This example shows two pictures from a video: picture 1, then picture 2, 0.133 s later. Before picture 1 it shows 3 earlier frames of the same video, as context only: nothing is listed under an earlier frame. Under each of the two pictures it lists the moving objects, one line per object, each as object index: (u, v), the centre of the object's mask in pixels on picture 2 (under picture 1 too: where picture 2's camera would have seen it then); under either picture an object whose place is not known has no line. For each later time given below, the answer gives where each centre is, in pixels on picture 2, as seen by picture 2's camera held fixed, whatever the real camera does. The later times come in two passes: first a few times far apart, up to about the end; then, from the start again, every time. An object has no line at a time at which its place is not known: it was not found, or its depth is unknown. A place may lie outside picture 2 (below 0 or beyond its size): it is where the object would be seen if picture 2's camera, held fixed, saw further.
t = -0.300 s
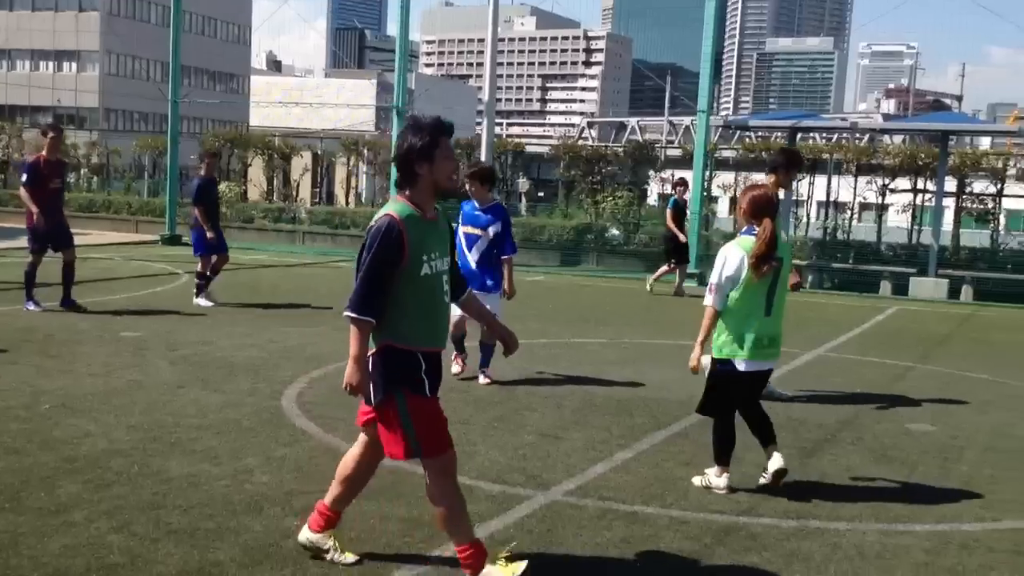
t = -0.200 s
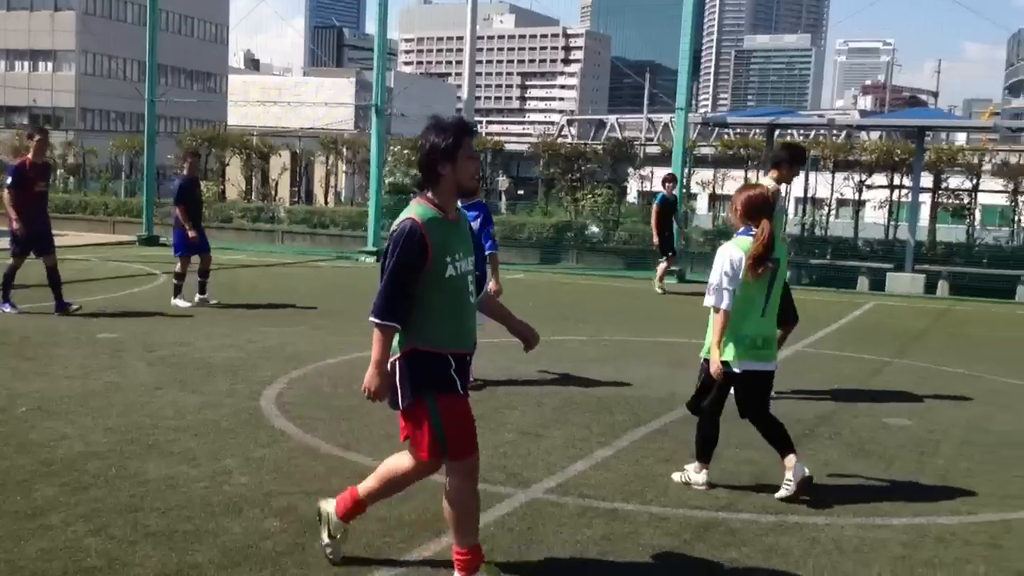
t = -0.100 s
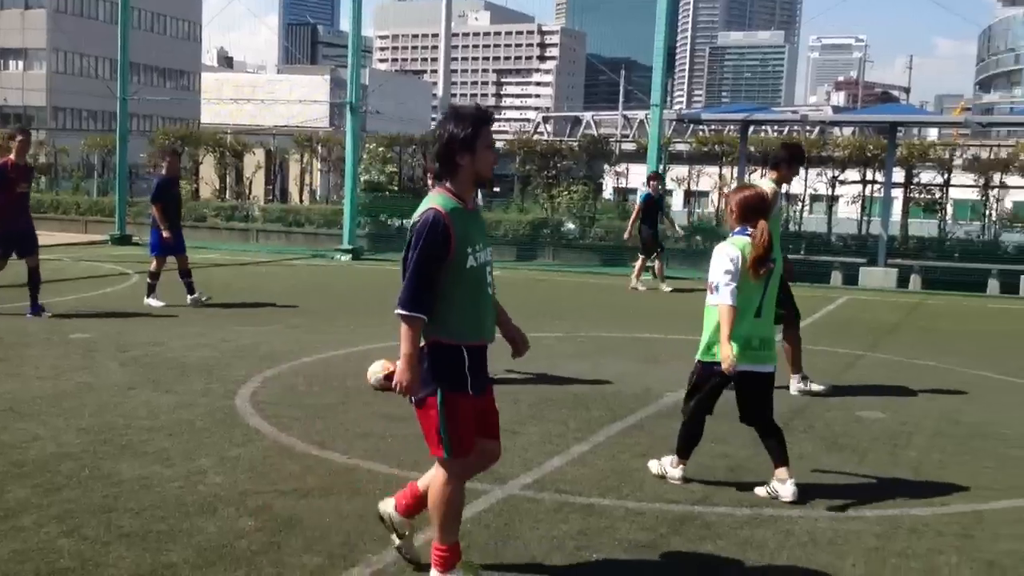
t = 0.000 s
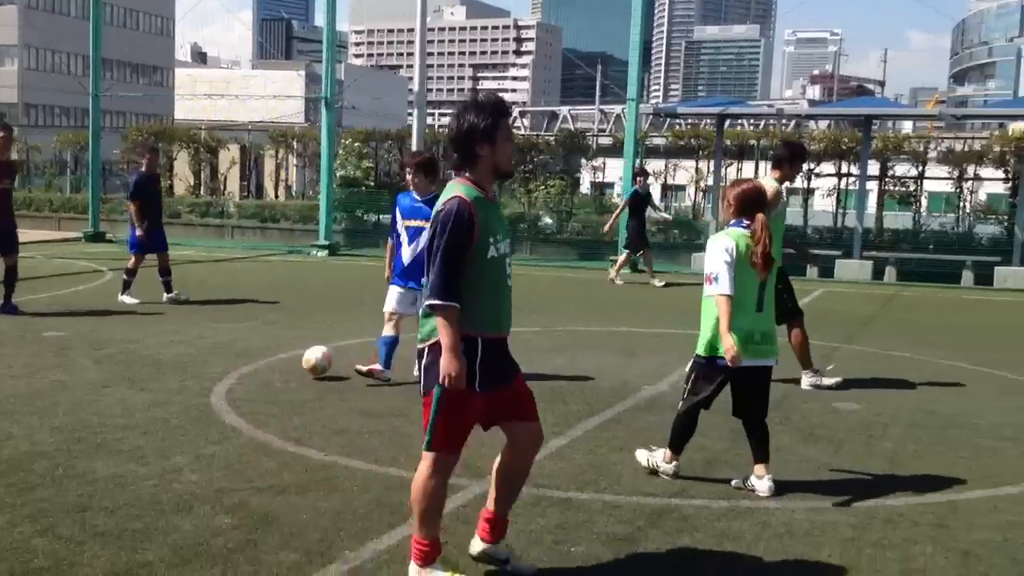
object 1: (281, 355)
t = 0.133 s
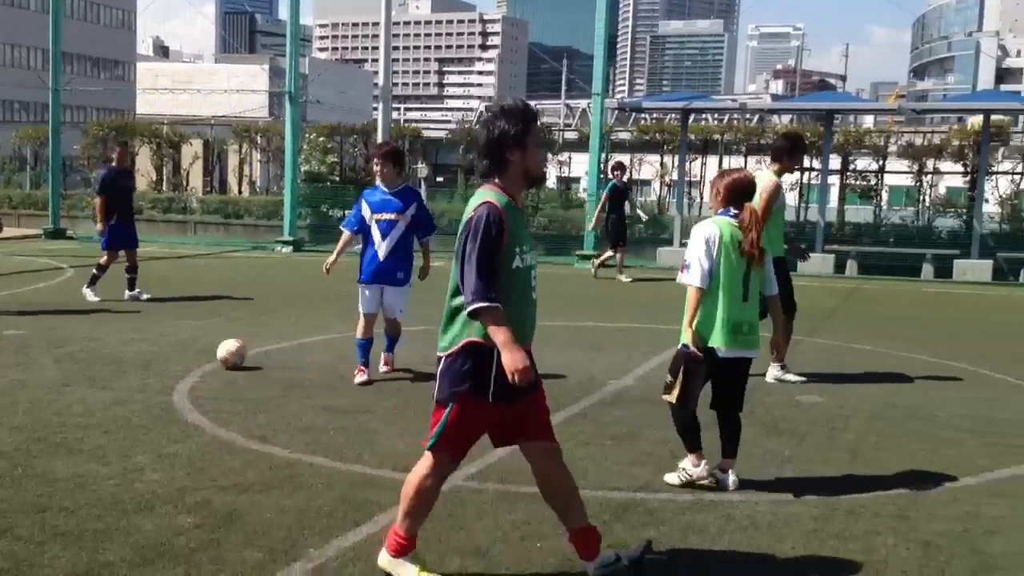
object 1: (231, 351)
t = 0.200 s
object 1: (211, 352)
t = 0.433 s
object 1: (148, 343)
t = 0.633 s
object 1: (101, 336)
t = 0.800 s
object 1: (73, 331)
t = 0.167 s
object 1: (221, 352)
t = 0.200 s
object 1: (211, 352)
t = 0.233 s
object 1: (201, 350)
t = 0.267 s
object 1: (192, 349)
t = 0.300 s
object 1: (183, 348)
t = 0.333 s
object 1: (174, 347)
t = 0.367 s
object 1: (164, 346)
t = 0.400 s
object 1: (155, 344)
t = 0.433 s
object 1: (148, 343)
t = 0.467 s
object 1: (140, 342)
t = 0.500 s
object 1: (131, 341)
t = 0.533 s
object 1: (124, 340)
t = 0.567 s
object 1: (116, 338)
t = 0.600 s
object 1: (108, 337)
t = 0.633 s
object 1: (101, 336)
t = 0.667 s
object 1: (93, 336)
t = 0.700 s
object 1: (86, 334)
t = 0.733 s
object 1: (81, 333)
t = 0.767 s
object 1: (77, 332)
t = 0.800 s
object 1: (73, 331)
